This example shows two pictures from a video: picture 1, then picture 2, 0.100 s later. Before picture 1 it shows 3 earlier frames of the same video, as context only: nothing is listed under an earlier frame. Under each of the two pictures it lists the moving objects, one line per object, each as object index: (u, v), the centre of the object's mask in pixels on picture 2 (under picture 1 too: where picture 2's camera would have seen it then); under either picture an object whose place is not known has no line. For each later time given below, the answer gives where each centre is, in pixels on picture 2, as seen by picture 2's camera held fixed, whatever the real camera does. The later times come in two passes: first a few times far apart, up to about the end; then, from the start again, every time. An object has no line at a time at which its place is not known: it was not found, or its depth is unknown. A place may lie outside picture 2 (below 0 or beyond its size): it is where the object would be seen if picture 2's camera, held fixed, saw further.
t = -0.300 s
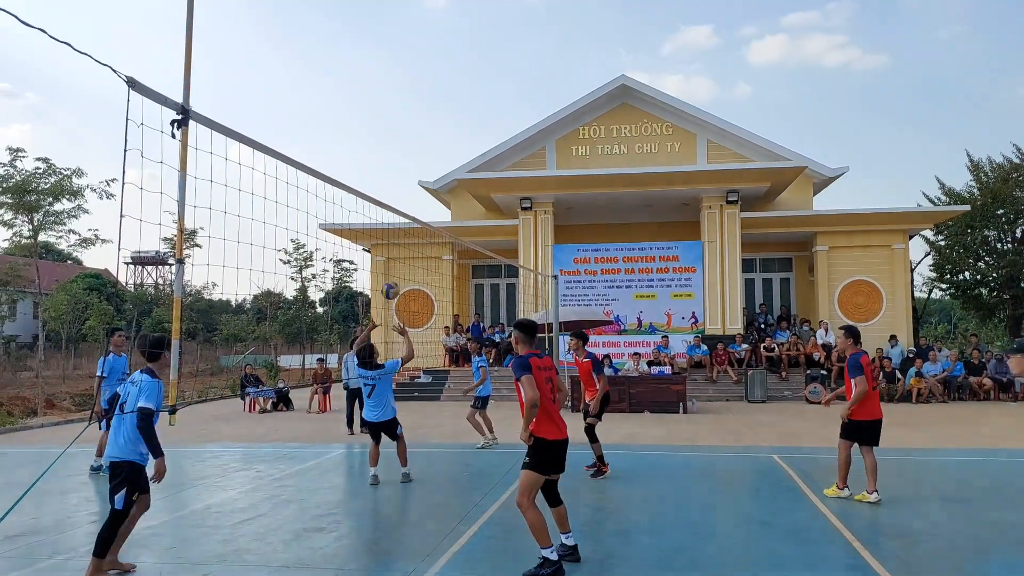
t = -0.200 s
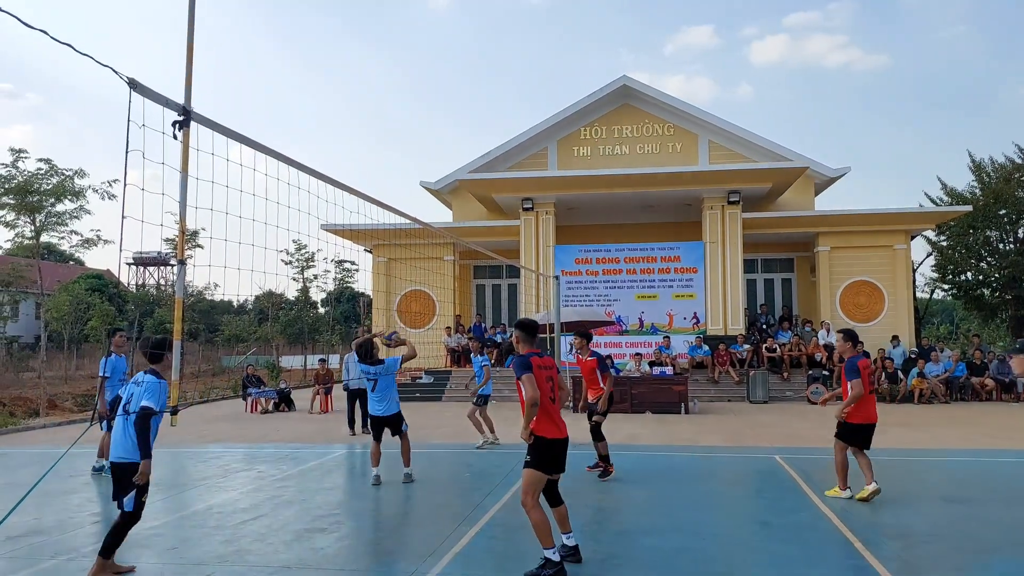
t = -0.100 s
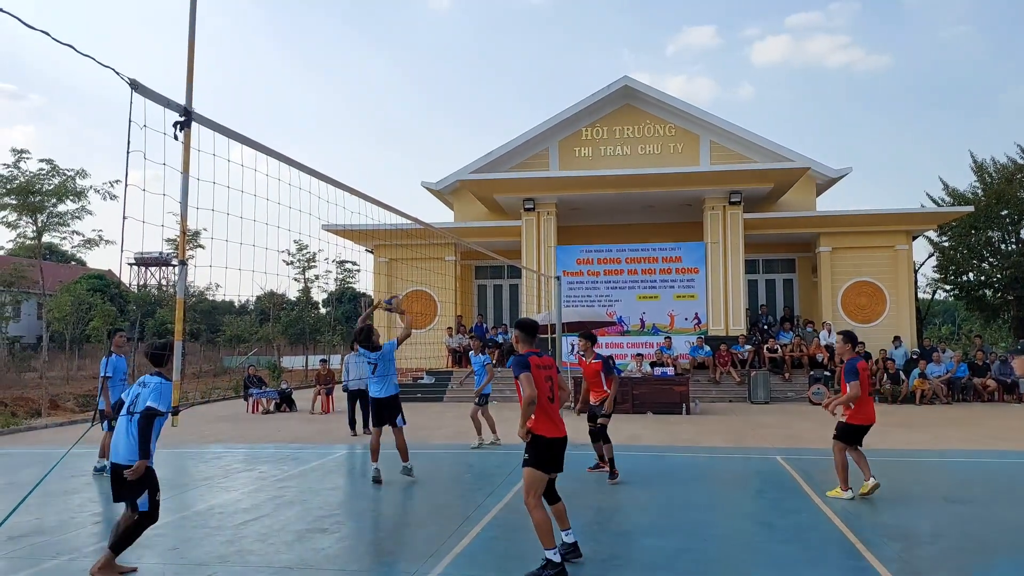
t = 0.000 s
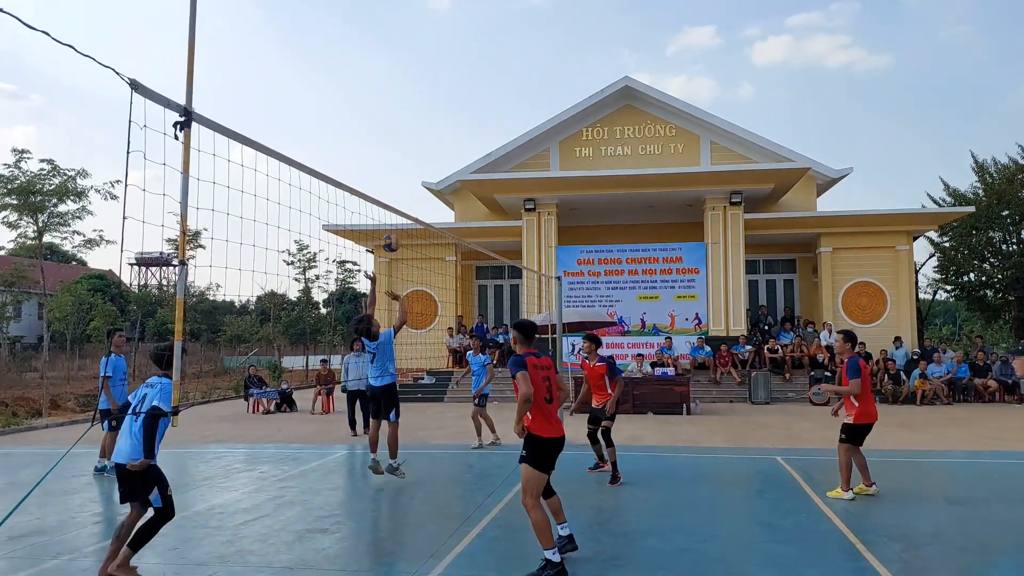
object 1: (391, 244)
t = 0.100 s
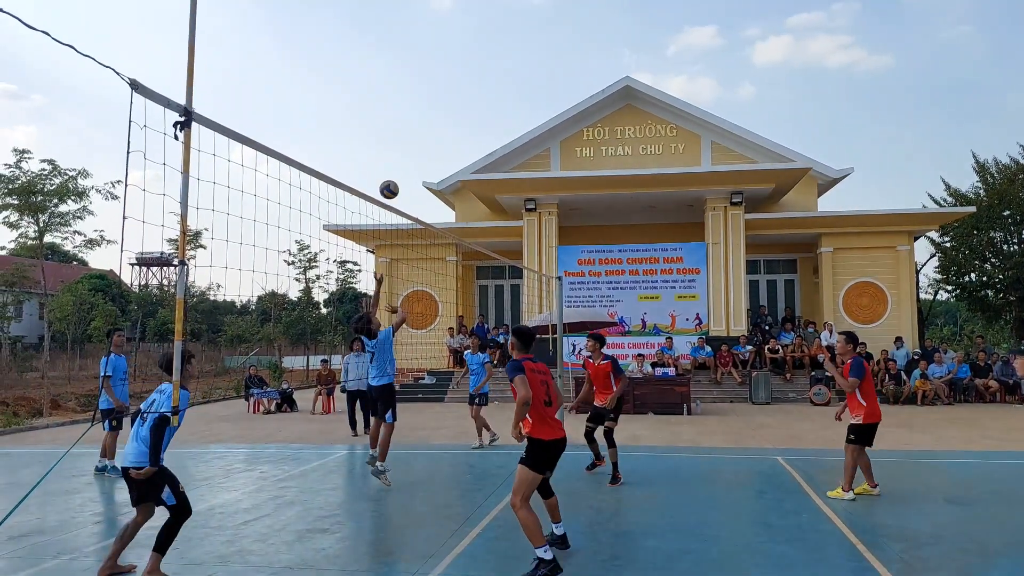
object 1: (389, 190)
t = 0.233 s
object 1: (385, 129)
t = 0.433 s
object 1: (379, 65)
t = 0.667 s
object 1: (372, 33)
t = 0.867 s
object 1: (365, 48)
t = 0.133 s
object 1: (388, 173)
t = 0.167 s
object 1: (387, 158)
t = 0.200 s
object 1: (386, 143)
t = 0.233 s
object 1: (385, 129)
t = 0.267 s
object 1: (384, 117)
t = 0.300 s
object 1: (383, 105)
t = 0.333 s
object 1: (382, 93)
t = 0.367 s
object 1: (381, 83)
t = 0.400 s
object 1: (380, 74)
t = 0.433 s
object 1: (379, 65)
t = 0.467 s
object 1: (378, 58)
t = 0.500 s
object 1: (377, 51)
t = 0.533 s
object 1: (376, 46)
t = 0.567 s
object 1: (375, 41)
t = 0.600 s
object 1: (374, 37)
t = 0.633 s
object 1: (373, 35)
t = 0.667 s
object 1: (372, 33)
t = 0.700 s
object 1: (371, 33)
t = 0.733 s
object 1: (370, 34)
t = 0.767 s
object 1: (369, 35)
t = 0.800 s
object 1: (368, 39)
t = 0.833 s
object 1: (366, 43)
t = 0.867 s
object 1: (365, 48)
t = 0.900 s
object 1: (364, 55)
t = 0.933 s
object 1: (363, 63)
